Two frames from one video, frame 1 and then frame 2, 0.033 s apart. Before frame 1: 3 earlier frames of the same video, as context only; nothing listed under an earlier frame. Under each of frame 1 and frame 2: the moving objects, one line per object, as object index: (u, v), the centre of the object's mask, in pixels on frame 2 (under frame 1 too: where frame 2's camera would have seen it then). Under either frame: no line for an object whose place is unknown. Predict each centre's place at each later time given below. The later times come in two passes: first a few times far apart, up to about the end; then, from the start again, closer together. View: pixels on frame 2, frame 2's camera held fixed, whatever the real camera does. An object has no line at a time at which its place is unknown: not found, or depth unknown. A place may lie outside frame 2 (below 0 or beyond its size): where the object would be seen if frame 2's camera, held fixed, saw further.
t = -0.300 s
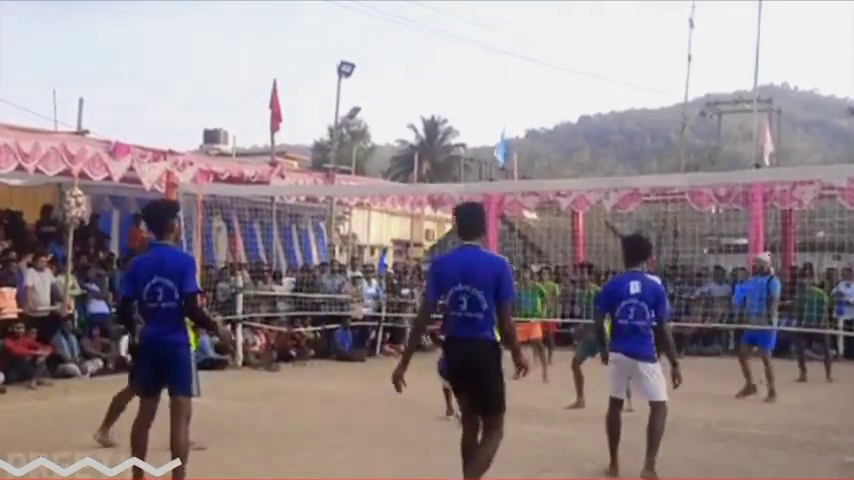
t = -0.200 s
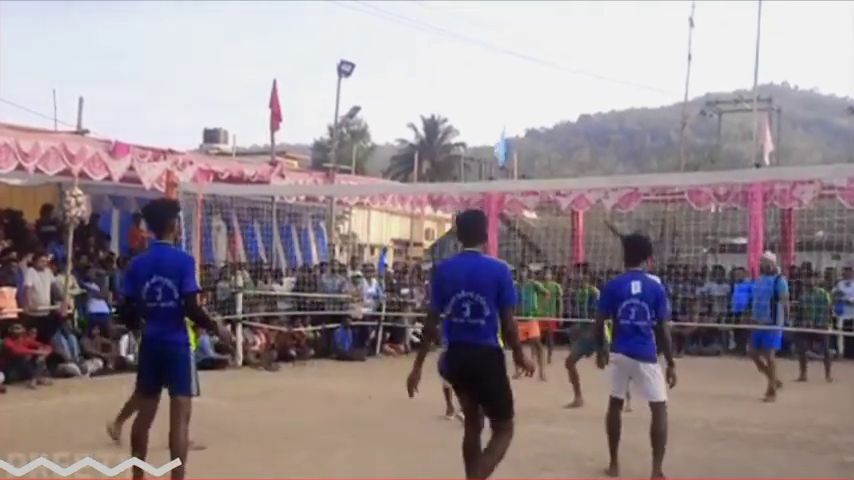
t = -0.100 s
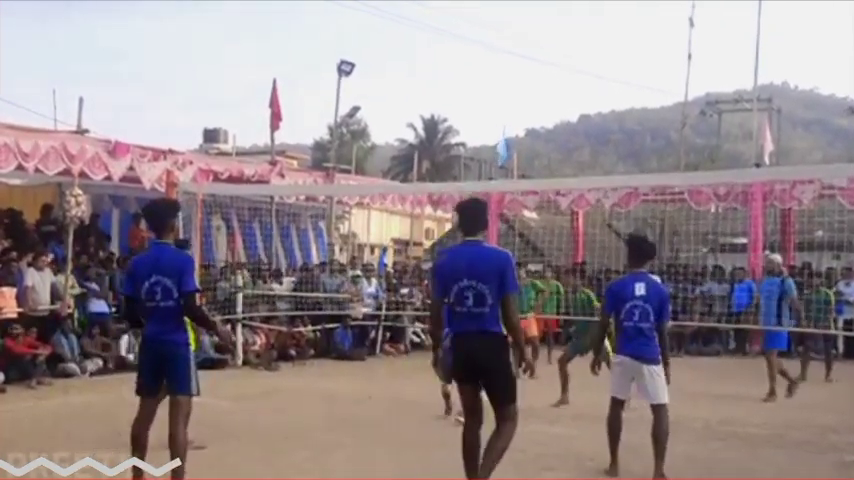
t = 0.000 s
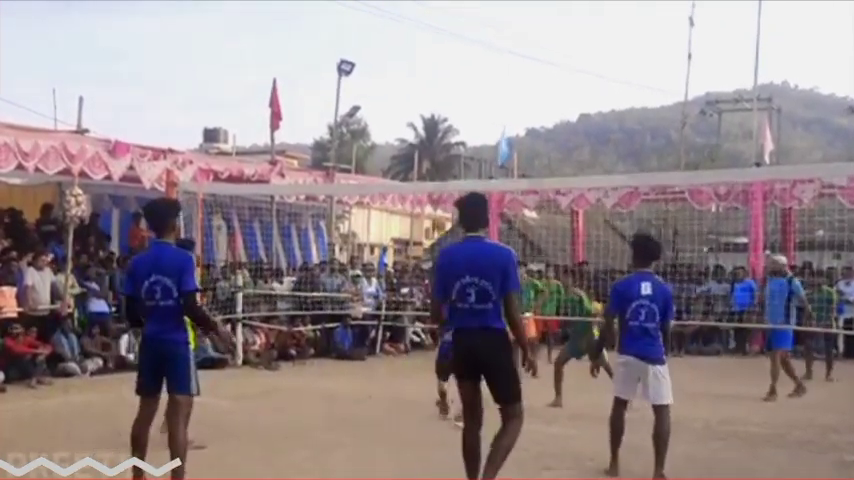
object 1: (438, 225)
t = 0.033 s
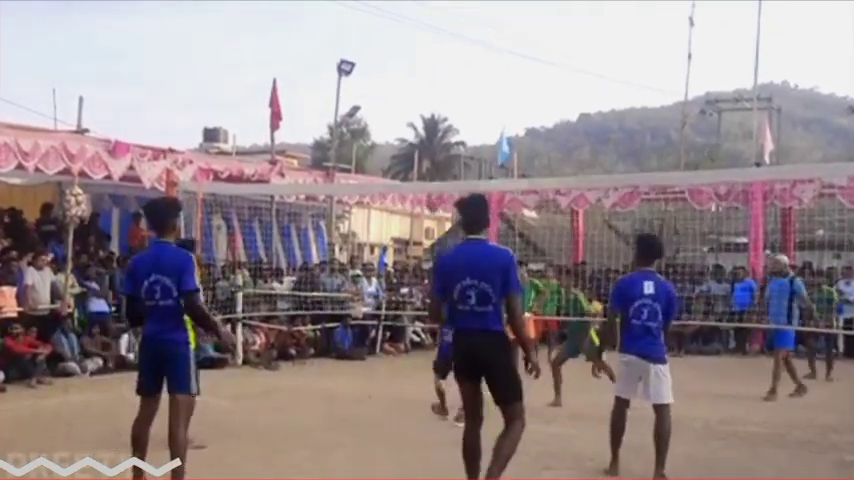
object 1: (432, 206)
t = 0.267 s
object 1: (393, 95)
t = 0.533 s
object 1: (344, 30)
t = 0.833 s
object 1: (284, 45)
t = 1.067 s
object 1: (236, 125)
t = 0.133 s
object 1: (419, 150)
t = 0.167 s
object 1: (411, 135)
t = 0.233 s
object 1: (399, 108)
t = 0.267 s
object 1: (393, 95)
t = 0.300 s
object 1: (387, 83)
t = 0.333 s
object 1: (381, 72)
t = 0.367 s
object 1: (375, 63)
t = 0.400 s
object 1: (369, 54)
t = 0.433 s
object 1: (362, 47)
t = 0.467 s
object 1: (356, 41)
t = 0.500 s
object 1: (350, 35)
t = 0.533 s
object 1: (344, 30)
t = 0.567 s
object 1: (337, 27)
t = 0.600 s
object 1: (330, 25)
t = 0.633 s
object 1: (324, 24)
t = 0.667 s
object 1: (317, 25)
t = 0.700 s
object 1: (311, 27)
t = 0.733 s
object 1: (304, 29)
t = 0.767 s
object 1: (298, 33)
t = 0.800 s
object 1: (291, 38)
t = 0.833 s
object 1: (284, 45)
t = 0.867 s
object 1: (277, 53)
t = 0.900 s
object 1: (271, 61)
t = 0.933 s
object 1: (264, 71)
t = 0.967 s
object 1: (257, 82)
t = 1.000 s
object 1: (250, 95)
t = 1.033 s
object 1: (242, 109)
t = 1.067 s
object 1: (236, 125)
